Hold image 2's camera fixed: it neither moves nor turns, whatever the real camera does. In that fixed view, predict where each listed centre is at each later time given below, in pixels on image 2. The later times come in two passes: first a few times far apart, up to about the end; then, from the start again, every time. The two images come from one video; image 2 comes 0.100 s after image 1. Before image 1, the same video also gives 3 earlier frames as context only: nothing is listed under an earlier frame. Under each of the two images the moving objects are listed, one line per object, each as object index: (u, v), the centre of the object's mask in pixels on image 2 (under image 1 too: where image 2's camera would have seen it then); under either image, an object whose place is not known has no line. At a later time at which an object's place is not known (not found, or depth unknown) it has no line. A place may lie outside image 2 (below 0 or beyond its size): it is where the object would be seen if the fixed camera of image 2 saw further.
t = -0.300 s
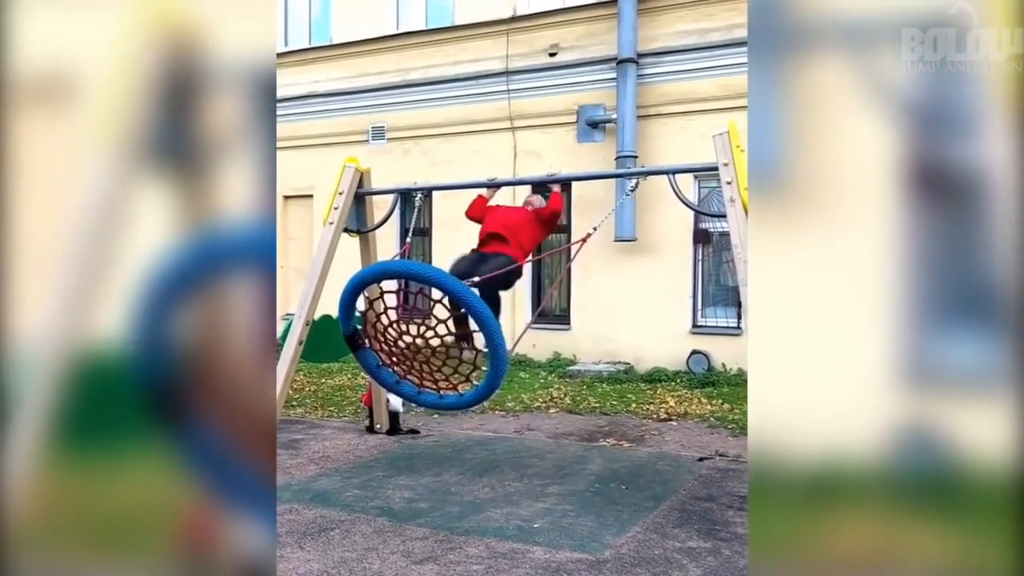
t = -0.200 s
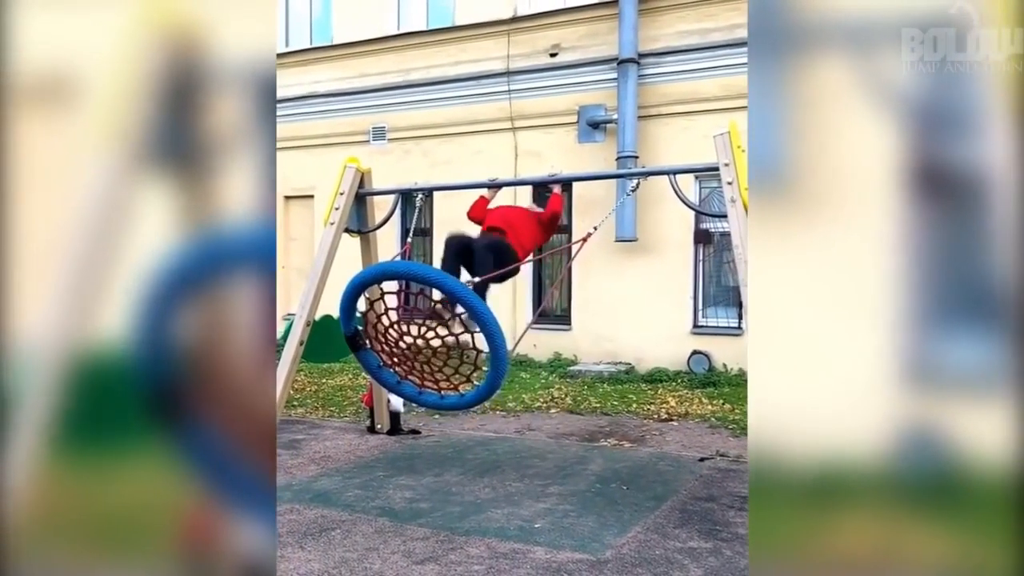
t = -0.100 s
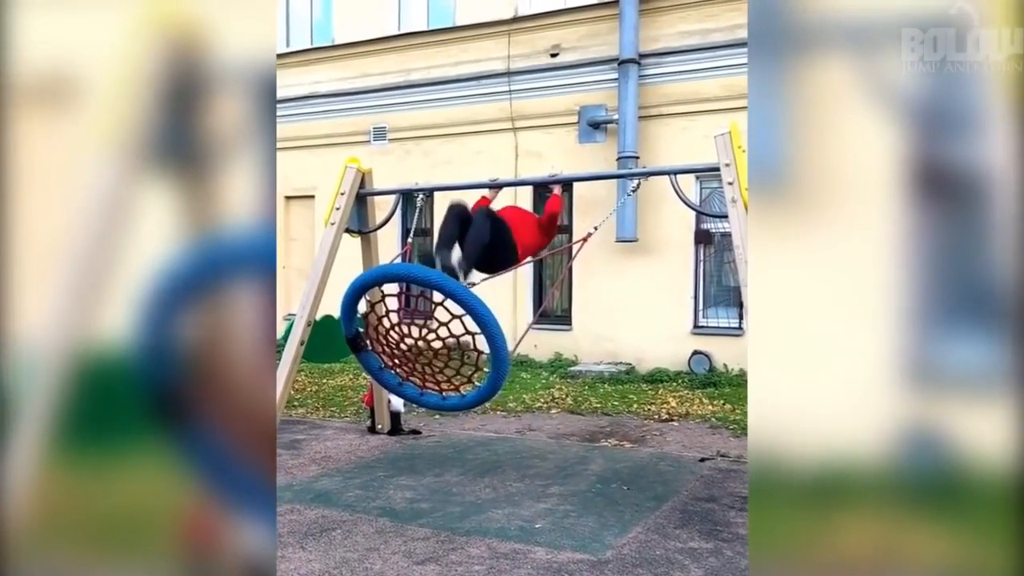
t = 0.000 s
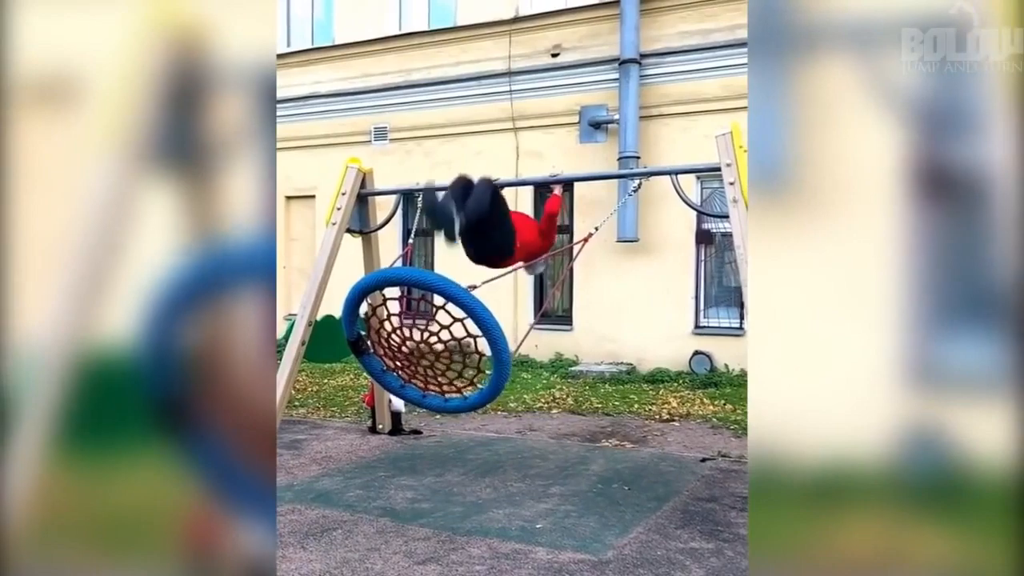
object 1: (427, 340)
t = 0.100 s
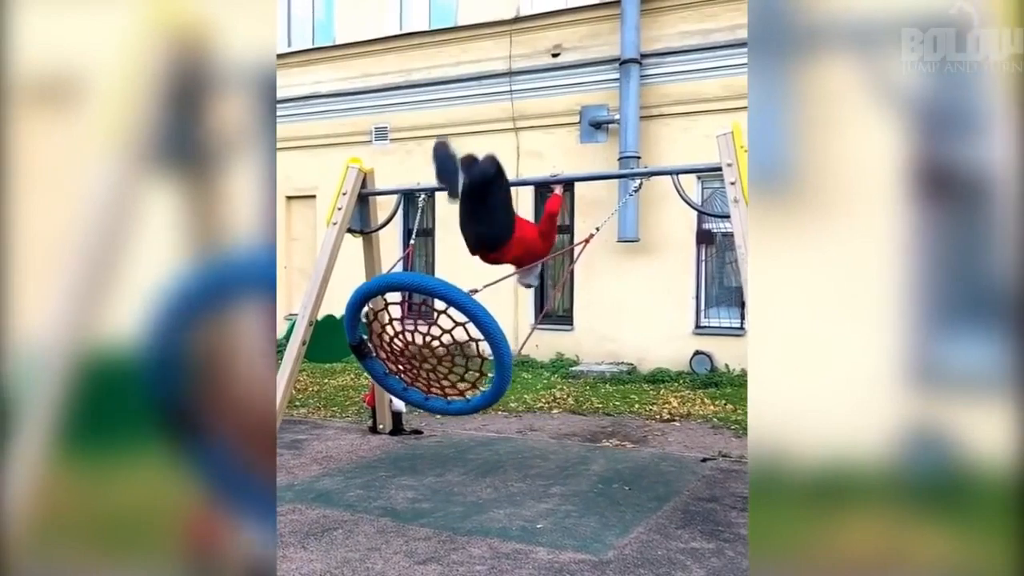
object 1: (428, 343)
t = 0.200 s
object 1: (430, 348)
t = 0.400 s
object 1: (434, 358)
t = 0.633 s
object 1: (444, 377)
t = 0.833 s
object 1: (453, 392)
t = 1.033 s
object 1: (464, 404)
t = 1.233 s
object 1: (479, 417)
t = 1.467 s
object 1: (521, 426)
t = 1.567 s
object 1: (544, 415)
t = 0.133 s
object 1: (429, 345)
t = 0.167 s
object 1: (429, 345)
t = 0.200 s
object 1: (430, 348)
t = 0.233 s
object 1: (430, 349)
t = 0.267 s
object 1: (431, 351)
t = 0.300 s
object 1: (432, 354)
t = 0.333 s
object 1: (433, 355)
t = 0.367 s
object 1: (433, 357)
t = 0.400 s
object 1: (434, 358)
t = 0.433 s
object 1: (436, 362)
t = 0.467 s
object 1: (437, 364)
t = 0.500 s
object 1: (437, 365)
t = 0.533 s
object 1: (439, 369)
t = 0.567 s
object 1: (440, 371)
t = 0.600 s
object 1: (441, 373)
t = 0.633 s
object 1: (444, 377)
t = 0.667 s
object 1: (445, 378)
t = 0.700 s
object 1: (446, 380)
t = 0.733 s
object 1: (448, 384)
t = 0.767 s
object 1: (450, 386)
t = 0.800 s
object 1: (451, 388)
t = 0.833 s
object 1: (453, 392)
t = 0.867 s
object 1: (455, 393)
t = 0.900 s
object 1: (456, 395)
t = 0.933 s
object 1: (457, 397)
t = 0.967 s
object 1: (461, 401)
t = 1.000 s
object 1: (462, 402)
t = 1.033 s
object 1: (464, 404)
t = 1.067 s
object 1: (468, 407)
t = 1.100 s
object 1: (469, 409)
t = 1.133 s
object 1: (470, 410)
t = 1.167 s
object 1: (474, 413)
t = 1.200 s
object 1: (476, 415)
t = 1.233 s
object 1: (479, 417)
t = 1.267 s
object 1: (483, 419)
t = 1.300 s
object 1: (487, 421)
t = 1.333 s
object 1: (493, 423)
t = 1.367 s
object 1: (499, 426)
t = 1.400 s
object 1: (504, 428)
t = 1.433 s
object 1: (511, 428)
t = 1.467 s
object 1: (521, 426)
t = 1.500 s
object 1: (528, 424)
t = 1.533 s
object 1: (537, 419)
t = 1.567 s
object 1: (544, 415)
